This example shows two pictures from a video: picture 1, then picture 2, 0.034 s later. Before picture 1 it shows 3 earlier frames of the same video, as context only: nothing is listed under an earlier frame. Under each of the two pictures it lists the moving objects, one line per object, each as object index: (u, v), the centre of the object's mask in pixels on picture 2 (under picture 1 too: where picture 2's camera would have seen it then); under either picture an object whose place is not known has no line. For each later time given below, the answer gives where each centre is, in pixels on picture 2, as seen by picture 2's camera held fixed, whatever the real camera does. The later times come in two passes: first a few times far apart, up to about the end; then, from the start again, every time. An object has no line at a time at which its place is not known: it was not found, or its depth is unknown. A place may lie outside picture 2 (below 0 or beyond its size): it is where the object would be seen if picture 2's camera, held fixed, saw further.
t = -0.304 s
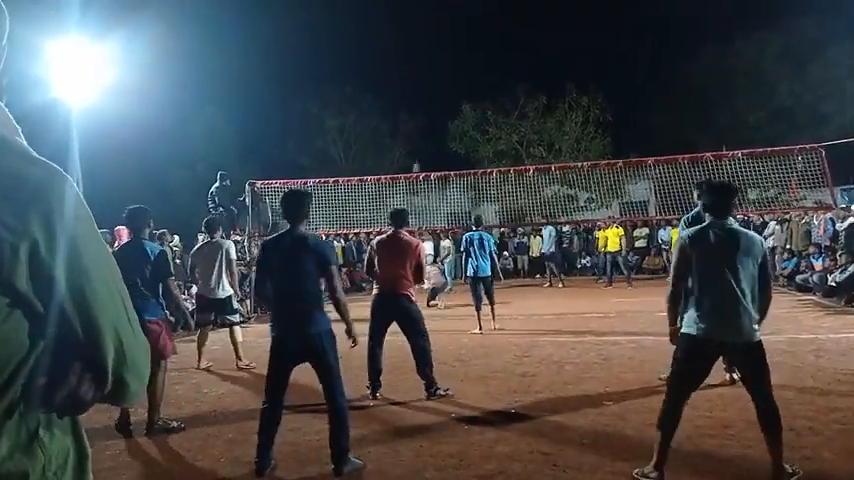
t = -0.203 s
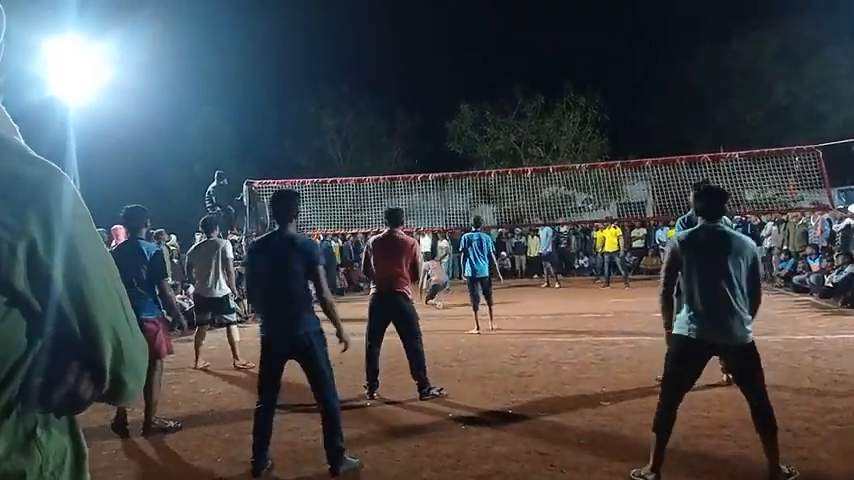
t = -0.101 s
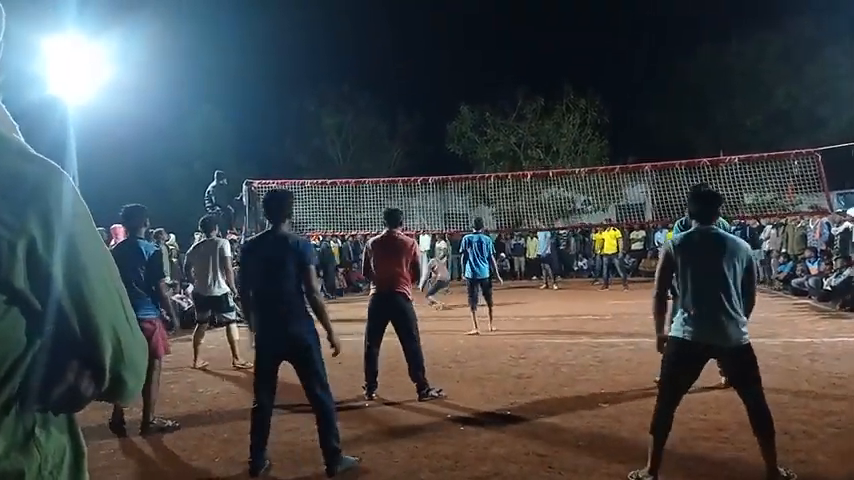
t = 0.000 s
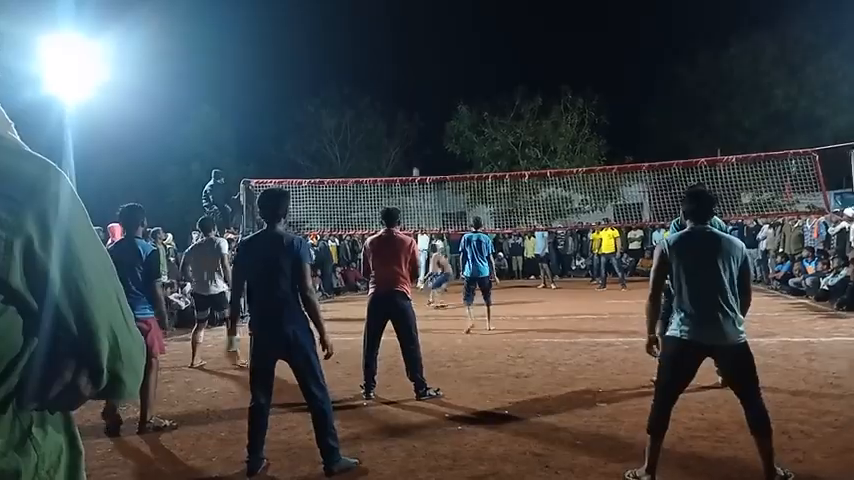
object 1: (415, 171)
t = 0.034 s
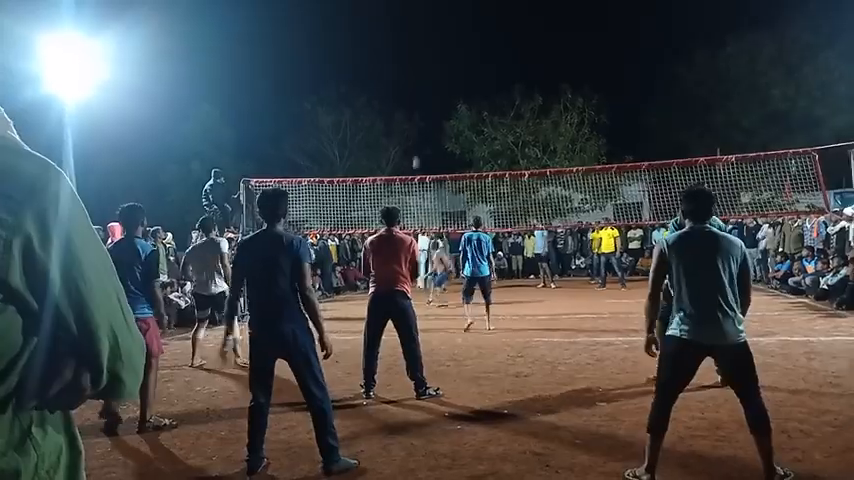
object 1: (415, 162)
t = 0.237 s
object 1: (420, 111)
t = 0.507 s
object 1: (427, 56)
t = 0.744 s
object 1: (437, 28)
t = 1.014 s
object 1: (452, 30)
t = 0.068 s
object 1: (416, 153)
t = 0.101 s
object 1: (417, 145)
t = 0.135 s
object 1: (417, 135)
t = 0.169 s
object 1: (418, 126)
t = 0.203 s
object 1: (419, 119)
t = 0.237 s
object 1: (420, 111)
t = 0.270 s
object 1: (421, 104)
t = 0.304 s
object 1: (422, 96)
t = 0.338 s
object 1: (423, 88)
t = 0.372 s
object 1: (423, 81)
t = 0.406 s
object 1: (424, 75)
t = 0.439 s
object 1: (425, 69)
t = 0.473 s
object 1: (426, 62)
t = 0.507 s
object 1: (427, 56)
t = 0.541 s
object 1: (429, 51)
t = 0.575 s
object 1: (430, 46)
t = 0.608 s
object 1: (431, 42)
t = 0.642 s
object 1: (432, 37)
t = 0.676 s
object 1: (434, 33)
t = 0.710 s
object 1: (435, 30)
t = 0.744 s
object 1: (437, 28)
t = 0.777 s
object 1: (438, 26)
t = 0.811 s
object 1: (440, 25)
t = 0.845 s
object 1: (441, 24)
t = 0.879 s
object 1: (444, 23)
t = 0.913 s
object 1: (446, 23)
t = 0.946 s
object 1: (448, 25)
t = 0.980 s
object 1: (450, 27)
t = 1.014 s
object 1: (452, 30)
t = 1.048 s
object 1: (454, 34)
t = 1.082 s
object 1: (457, 39)
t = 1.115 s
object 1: (459, 44)
